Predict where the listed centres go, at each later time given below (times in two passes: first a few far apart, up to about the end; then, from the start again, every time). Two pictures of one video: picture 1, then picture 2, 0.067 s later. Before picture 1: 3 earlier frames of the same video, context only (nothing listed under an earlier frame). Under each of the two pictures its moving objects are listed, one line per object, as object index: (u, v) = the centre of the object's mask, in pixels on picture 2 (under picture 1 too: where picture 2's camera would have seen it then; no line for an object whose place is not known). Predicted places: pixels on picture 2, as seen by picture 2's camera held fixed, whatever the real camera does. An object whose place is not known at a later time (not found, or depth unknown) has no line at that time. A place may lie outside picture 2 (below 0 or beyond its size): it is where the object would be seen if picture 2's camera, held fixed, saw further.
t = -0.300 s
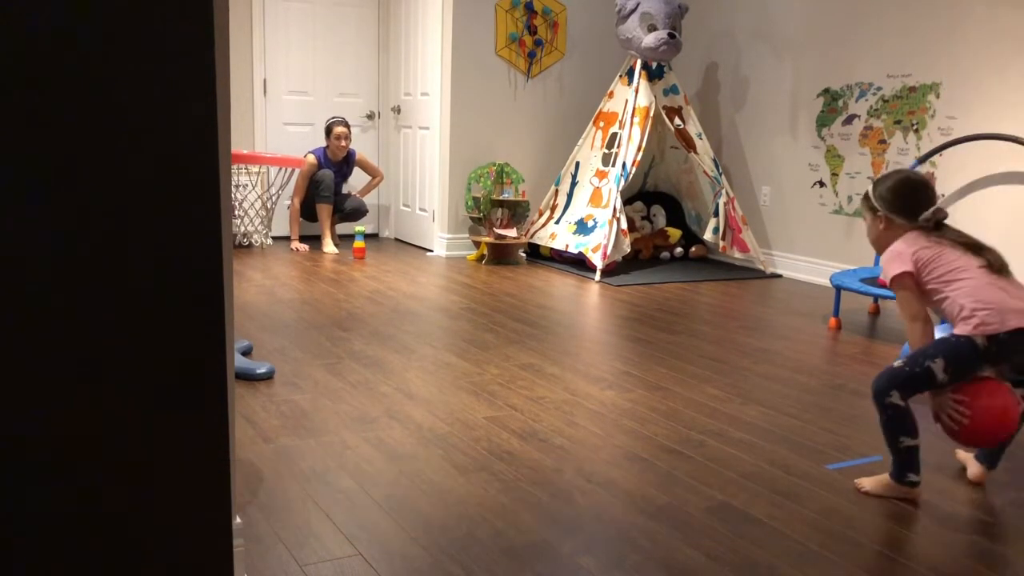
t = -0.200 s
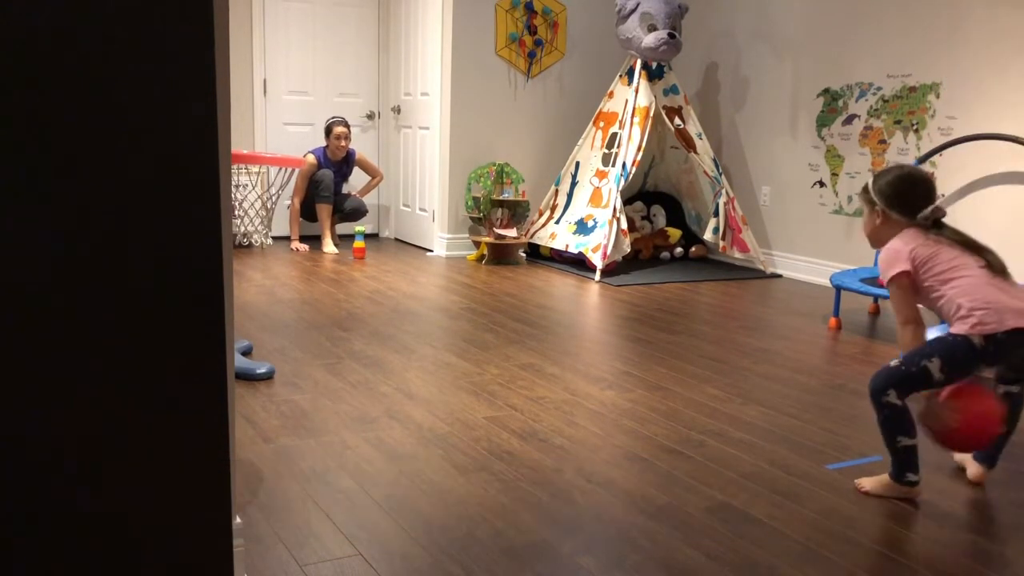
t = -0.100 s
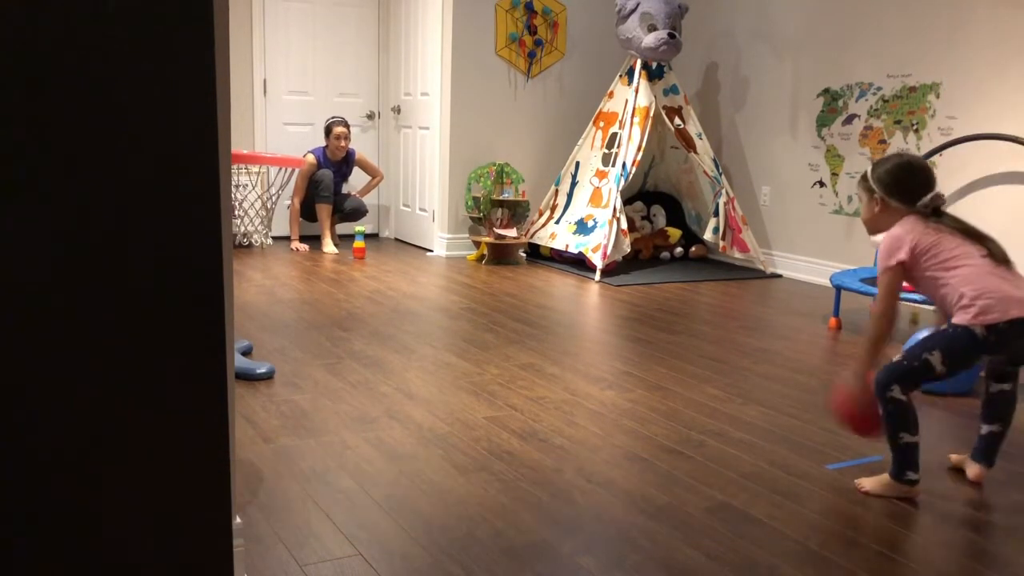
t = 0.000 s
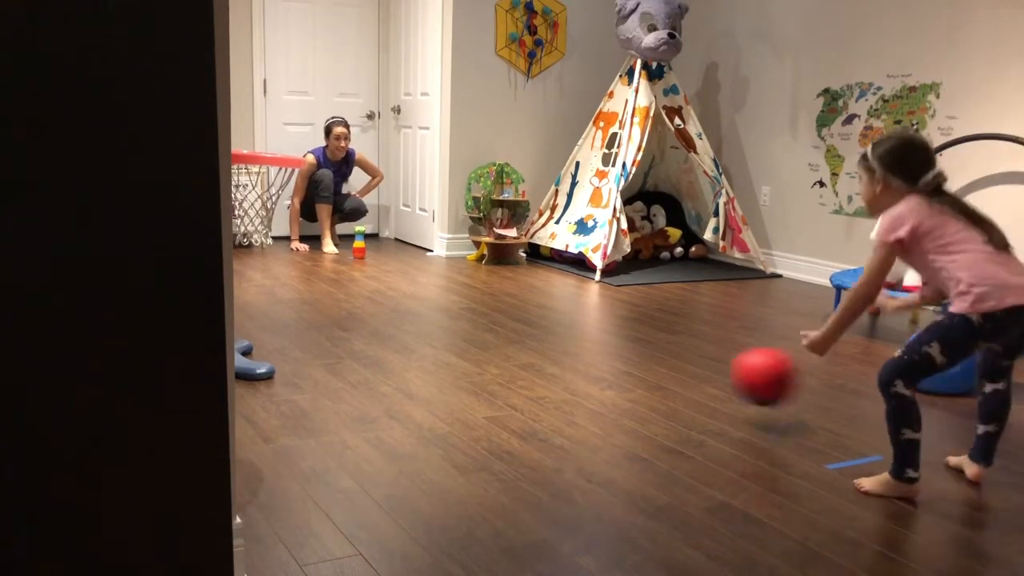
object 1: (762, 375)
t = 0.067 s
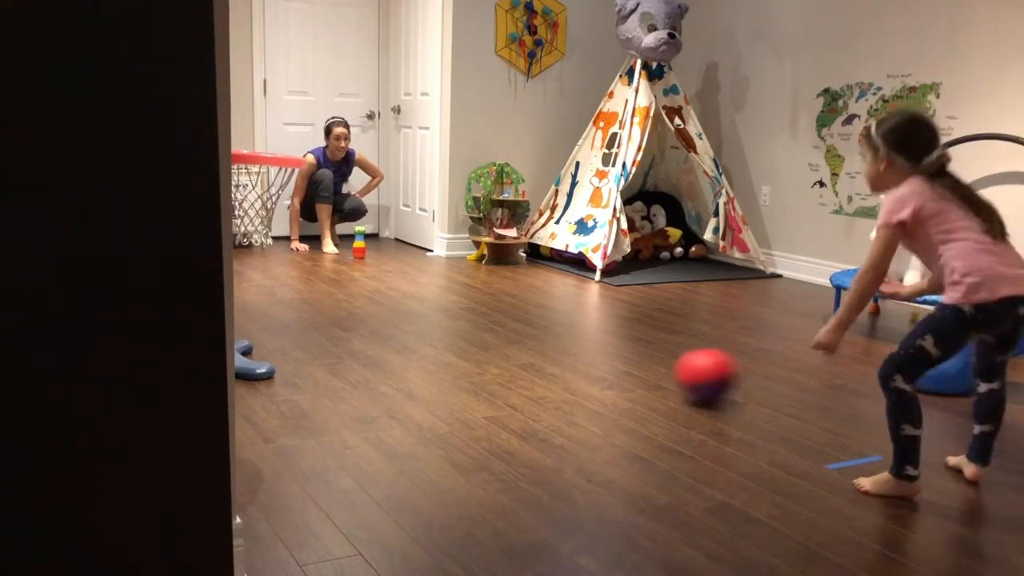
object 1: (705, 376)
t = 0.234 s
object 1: (625, 337)
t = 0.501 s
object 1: (529, 309)
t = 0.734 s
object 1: (473, 281)
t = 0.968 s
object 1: (432, 264)
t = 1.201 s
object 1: (399, 253)
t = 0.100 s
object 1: (685, 364)
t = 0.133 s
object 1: (669, 353)
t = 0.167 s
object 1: (654, 345)
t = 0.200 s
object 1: (639, 340)
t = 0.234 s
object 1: (625, 337)
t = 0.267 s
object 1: (610, 338)
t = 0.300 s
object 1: (595, 332)
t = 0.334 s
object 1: (583, 323)
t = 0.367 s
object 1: (572, 316)
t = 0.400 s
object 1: (561, 311)
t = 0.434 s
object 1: (550, 309)
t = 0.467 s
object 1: (539, 309)
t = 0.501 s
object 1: (529, 309)
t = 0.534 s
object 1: (520, 299)
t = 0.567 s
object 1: (512, 293)
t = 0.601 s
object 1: (504, 288)
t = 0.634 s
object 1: (496, 286)
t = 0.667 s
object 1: (488, 286)
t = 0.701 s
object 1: (480, 289)
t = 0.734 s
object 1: (473, 281)
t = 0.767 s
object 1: (467, 276)
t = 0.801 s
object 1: (461, 272)
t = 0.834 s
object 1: (455, 270)
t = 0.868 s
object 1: (449, 270)
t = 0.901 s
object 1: (443, 273)
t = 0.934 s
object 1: (437, 268)
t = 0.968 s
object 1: (432, 264)
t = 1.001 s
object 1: (427, 263)
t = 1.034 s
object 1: (422, 263)
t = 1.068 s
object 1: (417, 261)
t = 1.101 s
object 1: (413, 258)
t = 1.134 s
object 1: (408, 257)
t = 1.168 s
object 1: (403, 256)
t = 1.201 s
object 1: (399, 253)
